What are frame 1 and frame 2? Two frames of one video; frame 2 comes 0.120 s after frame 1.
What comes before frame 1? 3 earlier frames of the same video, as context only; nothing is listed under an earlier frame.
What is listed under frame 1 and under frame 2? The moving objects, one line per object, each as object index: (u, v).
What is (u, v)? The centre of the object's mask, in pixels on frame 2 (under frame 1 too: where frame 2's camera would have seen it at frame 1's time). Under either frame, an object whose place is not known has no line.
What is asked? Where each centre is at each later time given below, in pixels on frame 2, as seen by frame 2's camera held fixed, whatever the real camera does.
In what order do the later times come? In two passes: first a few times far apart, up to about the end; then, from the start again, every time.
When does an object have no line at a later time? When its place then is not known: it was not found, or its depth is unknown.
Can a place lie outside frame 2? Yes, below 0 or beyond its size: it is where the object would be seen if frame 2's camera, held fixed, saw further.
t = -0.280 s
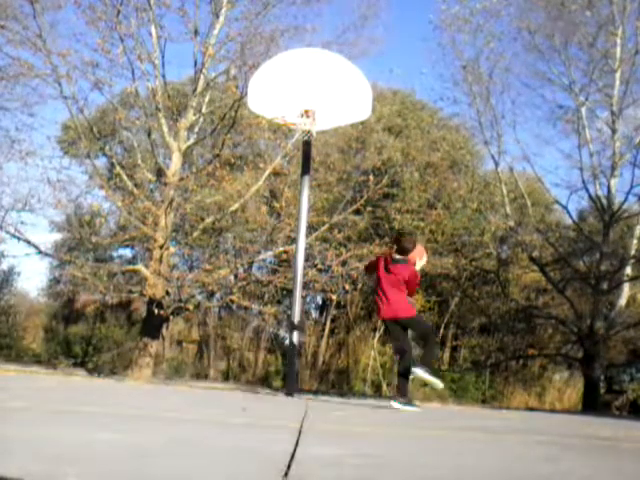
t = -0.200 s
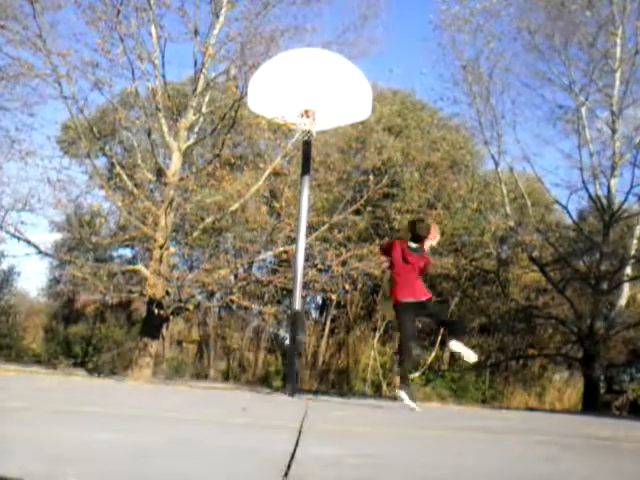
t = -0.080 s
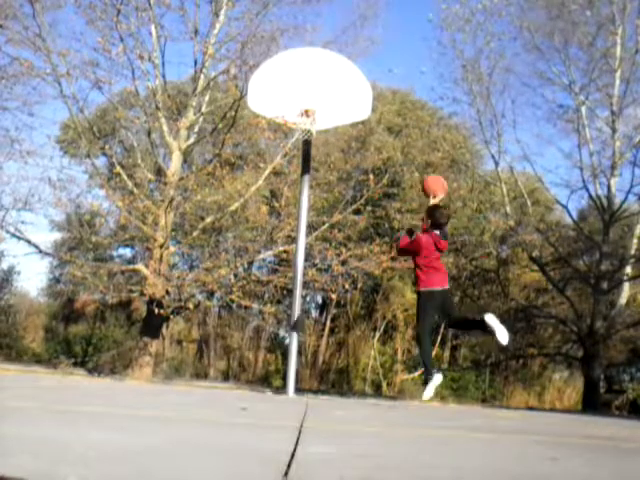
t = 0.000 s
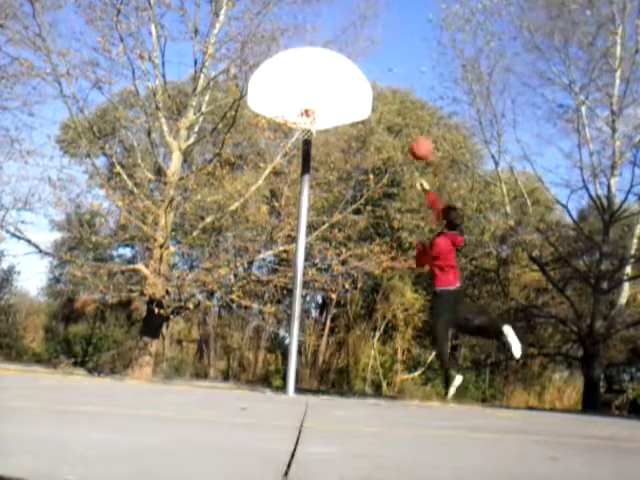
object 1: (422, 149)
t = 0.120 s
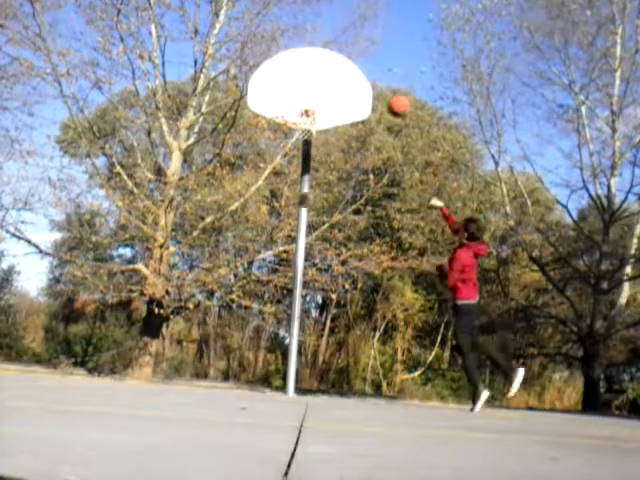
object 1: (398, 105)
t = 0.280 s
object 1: (371, 71)
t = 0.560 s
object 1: (322, 63)
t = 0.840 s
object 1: (277, 107)
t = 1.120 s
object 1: (257, 140)
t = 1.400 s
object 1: (228, 249)
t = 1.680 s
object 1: (198, 342)
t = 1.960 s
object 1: (189, 253)
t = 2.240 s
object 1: (172, 239)
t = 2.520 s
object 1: (146, 306)
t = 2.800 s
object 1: (123, 331)
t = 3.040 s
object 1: (111, 294)
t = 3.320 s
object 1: (85, 329)
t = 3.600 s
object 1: (67, 334)
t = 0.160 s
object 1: (391, 94)
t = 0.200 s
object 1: (384, 85)
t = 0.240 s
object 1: (378, 77)
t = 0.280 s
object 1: (371, 71)
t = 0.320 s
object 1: (364, 65)
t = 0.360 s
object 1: (357, 61)
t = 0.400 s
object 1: (350, 59)
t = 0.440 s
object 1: (342, 58)
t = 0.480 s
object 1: (336, 58)
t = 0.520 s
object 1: (328, 60)
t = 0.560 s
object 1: (322, 63)
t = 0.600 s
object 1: (315, 69)
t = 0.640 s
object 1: (308, 74)
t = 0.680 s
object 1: (300, 80)
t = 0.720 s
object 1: (294, 87)
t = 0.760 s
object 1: (286, 100)
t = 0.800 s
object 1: (281, 106)
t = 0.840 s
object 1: (277, 107)
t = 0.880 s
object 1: (275, 108)
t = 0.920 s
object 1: (272, 110)
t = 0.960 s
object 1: (269, 114)
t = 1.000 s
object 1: (266, 119)
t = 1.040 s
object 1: (263, 124)
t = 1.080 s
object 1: (259, 131)
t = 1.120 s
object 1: (257, 140)
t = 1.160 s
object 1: (252, 150)
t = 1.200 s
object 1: (249, 163)
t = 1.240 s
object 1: (245, 176)
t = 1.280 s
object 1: (240, 193)
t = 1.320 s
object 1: (236, 210)
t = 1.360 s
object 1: (232, 229)
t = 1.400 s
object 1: (228, 249)
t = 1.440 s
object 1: (223, 273)
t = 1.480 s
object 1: (217, 298)
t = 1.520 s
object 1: (211, 326)
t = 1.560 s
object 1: (206, 356)
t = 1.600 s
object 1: (200, 381)
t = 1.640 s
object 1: (199, 362)
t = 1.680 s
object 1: (198, 342)
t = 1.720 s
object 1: (199, 325)
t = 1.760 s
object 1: (197, 308)
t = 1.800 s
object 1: (196, 295)
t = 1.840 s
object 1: (194, 283)
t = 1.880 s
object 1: (193, 271)
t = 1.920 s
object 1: (192, 261)
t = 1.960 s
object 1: (189, 253)
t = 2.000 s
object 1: (188, 246)
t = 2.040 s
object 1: (185, 241)
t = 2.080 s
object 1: (183, 237)
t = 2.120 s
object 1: (182, 236)
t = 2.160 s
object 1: (181, 236)
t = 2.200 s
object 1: (176, 237)
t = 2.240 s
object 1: (172, 239)
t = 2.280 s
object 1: (170, 244)
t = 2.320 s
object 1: (165, 250)
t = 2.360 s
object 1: (163, 257)
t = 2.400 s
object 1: (158, 265)
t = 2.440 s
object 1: (155, 278)
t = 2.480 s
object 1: (151, 291)
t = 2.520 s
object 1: (146, 306)
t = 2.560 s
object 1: (141, 324)
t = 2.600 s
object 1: (138, 342)
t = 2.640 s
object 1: (132, 364)
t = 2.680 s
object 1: (127, 372)
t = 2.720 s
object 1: (125, 356)
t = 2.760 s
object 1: (125, 342)
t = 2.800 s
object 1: (123, 331)
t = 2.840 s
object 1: (122, 320)
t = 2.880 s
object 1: (119, 311)
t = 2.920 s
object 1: (118, 306)
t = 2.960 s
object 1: (116, 301)
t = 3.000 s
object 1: (113, 296)
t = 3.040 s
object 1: (111, 294)
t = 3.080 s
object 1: (108, 294)
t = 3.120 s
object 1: (104, 295)
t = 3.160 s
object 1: (101, 298)
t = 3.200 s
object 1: (98, 303)
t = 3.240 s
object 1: (92, 309)
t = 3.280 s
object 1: (88, 319)
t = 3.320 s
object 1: (85, 329)
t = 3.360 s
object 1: (80, 341)
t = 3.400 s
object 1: (74, 357)
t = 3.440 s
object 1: (68, 372)
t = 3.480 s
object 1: (69, 361)
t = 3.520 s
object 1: (69, 350)
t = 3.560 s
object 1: (68, 342)
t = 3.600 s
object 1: (67, 334)
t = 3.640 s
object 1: (65, 329)
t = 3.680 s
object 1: (64, 326)
